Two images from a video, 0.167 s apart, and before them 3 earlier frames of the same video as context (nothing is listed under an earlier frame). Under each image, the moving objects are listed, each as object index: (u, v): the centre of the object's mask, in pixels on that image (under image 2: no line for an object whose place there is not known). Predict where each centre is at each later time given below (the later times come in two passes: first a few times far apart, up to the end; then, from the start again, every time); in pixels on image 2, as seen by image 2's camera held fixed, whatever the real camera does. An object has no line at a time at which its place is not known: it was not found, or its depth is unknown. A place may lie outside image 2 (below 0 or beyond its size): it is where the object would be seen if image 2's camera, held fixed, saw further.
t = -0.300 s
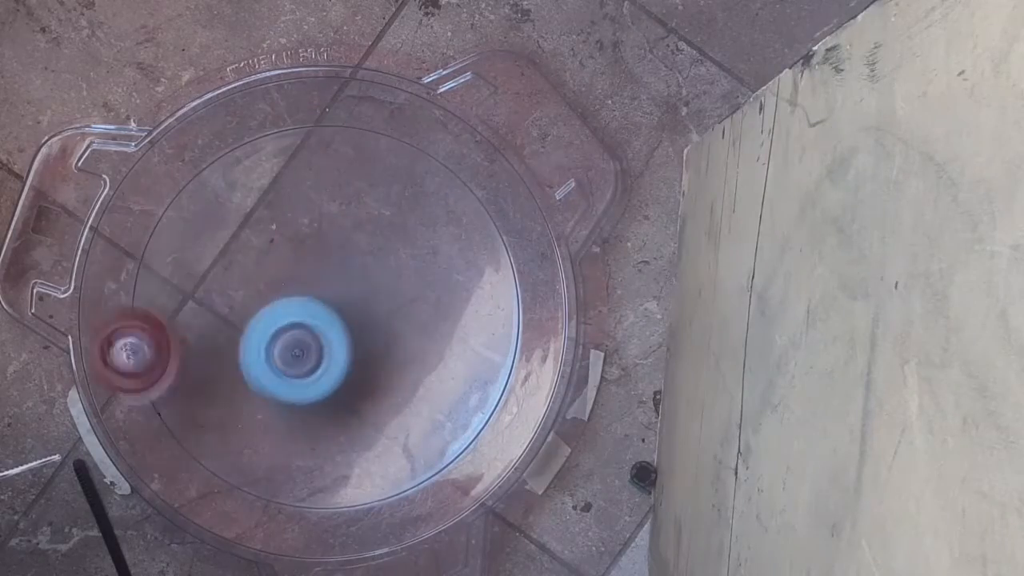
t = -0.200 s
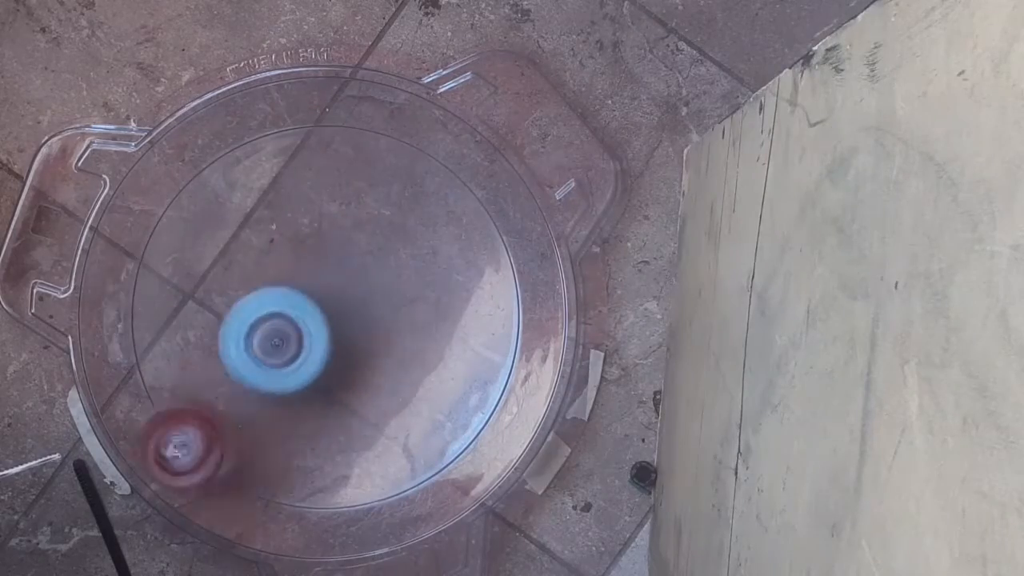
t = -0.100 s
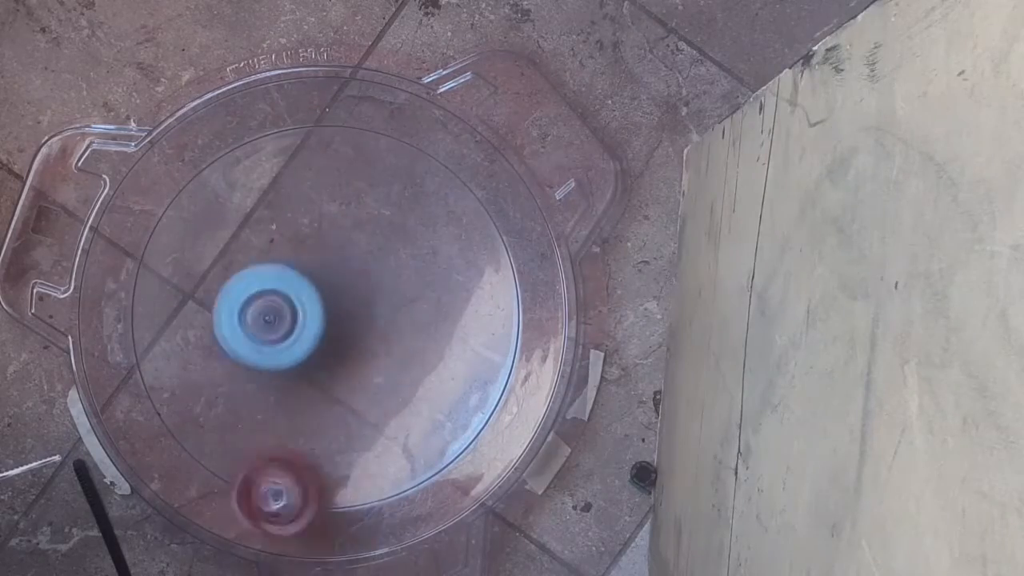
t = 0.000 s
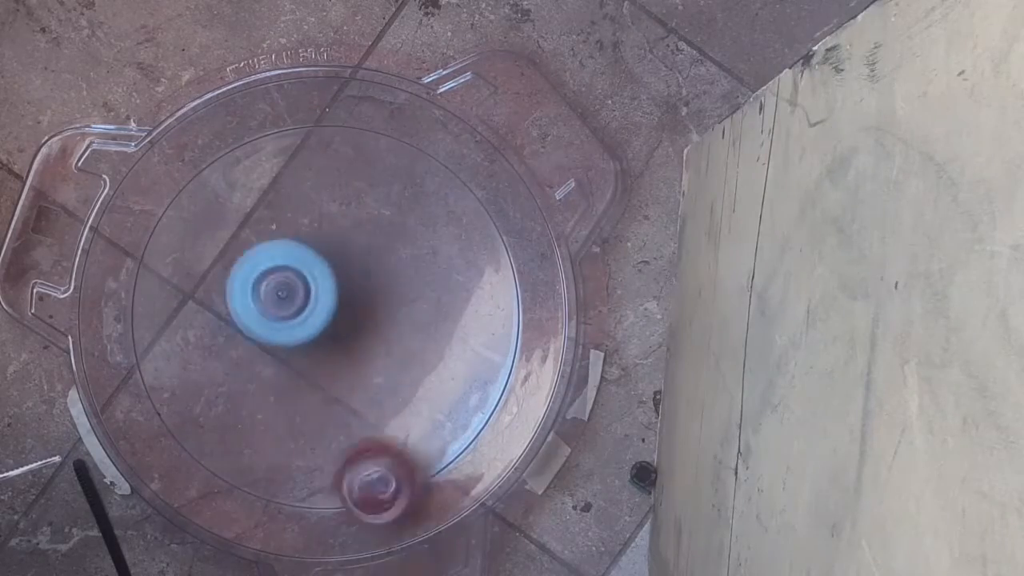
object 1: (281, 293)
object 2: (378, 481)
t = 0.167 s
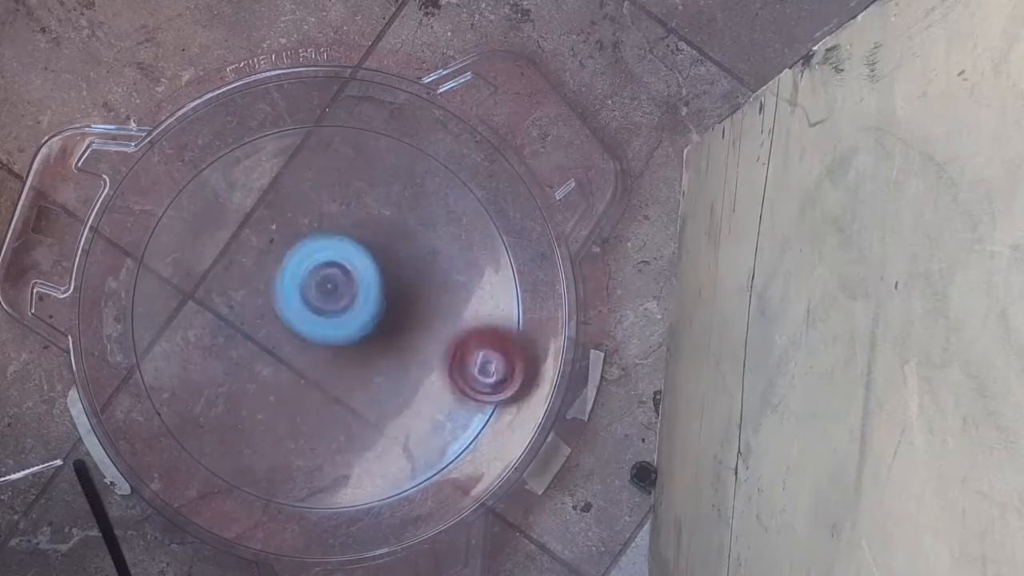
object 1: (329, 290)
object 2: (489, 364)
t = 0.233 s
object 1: (348, 300)
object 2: (497, 300)
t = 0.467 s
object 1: (344, 358)
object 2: (360, 136)
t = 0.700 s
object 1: (292, 342)
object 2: (162, 226)
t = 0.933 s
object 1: (310, 274)
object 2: (201, 441)
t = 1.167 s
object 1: (366, 290)
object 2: (417, 460)
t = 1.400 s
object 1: (344, 343)
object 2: (492, 272)
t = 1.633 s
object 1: (284, 323)
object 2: (334, 144)
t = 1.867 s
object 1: (296, 269)
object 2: (153, 255)
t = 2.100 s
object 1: (348, 294)
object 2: (206, 454)
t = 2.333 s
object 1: (328, 352)
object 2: (418, 456)
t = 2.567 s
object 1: (275, 340)
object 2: (484, 268)
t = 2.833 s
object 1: (313, 285)
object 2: (304, 141)
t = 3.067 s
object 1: (358, 311)
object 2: (150, 276)
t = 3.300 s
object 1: (336, 349)
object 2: (238, 463)
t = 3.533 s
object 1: (289, 317)
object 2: (433, 441)
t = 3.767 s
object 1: (317, 272)
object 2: (480, 259)
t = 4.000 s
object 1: (350, 298)
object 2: (321, 154)
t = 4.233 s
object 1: (313, 341)
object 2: (162, 258)
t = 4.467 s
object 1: (276, 314)
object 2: (216, 440)
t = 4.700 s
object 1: (317, 287)
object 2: (409, 444)
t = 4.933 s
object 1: (347, 328)
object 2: (473, 280)
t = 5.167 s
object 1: (314, 354)
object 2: (343, 163)
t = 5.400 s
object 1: (297, 309)
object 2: (184, 250)
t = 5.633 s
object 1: (340, 289)
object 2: (222, 426)
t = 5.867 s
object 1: (345, 324)
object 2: (398, 440)
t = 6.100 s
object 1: (303, 320)
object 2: (458, 283)
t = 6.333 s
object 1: (303, 280)
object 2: (330, 172)
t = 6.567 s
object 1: (338, 294)
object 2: (183, 245)
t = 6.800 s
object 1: (320, 334)
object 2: (223, 403)
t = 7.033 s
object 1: (311, 320)
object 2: (345, 482)
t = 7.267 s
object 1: (329, 293)
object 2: (428, 389)
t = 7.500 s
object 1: (294, 260)
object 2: (471, 351)
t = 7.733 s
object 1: (283, 270)
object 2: (446, 330)
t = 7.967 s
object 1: (273, 298)
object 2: (371, 340)
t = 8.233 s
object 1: (242, 311)
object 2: (429, 408)
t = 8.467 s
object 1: (282, 318)
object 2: (392, 381)
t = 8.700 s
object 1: (288, 299)
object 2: (395, 362)
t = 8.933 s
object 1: (286, 269)
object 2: (396, 348)
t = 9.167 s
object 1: (277, 256)
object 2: (374, 351)
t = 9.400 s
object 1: (272, 275)
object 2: (370, 334)
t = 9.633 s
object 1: (265, 312)
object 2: (409, 343)
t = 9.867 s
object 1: (281, 328)
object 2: (394, 328)
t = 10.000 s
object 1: (289, 337)
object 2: (412, 323)
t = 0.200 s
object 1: (338, 291)
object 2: (496, 332)
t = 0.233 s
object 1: (348, 300)
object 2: (497, 300)
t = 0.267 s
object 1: (351, 309)
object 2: (491, 267)
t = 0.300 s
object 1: (356, 314)
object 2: (482, 237)
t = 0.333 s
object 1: (360, 326)
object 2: (467, 210)
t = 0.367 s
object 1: (357, 336)
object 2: (445, 185)
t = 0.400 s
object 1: (357, 340)
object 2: (421, 163)
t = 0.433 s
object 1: (352, 352)
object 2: (394, 145)
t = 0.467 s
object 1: (344, 358)
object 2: (360, 136)
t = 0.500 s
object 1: (340, 360)
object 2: (330, 132)
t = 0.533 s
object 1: (329, 365)
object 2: (298, 133)
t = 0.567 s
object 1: (318, 363)
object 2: (260, 143)
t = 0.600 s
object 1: (313, 360)
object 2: (227, 158)
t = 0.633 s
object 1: (301, 357)
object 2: (205, 176)
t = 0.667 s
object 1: (293, 347)
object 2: (182, 199)
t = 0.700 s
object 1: (292, 342)
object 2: (162, 226)
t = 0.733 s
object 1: (284, 331)
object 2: (148, 258)
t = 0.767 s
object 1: (285, 318)
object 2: (142, 291)
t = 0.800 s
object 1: (285, 313)
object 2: (141, 323)
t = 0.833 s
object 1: (287, 299)
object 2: (147, 358)
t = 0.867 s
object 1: (296, 290)
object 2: (158, 389)
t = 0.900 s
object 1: (299, 285)
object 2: (178, 418)
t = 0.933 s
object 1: (310, 274)
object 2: (201, 441)
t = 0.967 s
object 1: (321, 273)
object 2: (224, 462)
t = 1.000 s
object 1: (326, 269)
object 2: (261, 477)
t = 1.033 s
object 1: (340, 268)
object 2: (291, 484)
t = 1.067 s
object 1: (348, 274)
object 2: (322, 486)
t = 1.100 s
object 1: (356, 273)
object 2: (361, 483)
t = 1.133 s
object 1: (365, 282)
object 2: (389, 473)
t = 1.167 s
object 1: (366, 290)
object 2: (417, 460)
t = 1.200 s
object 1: (373, 296)
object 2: (445, 441)
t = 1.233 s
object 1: (373, 308)
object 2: (466, 418)
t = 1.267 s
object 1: (370, 313)
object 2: (480, 393)
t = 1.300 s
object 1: (369, 325)
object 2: (491, 363)
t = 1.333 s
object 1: (359, 333)
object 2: (498, 332)
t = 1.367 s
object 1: (355, 335)
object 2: (496, 304)
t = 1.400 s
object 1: (344, 343)
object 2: (492, 272)
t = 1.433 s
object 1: (333, 343)
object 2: (482, 241)
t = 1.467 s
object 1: (326, 346)
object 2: (468, 215)
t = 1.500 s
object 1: (313, 344)
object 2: (446, 192)
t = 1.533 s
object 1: (306, 338)
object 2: (423, 174)
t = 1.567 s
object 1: (295, 337)
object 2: (396, 158)
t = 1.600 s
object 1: (287, 326)
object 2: (366, 146)
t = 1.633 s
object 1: (284, 323)
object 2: (334, 144)
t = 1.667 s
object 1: (276, 312)
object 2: (304, 142)
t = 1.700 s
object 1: (278, 302)
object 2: (268, 148)
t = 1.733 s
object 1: (274, 296)
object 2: (236, 162)
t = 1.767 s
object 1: (278, 284)
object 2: (213, 177)
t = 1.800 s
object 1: (281, 280)
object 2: (187, 199)
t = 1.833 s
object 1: (287, 271)
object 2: (168, 227)
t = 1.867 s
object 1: (296, 269)
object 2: (153, 255)
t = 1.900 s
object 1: (301, 265)
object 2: (144, 286)
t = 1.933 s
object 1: (313, 265)
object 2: (141, 319)
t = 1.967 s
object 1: (319, 269)
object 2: (142, 346)
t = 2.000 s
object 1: (330, 270)
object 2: (150, 379)
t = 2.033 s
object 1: (337, 279)
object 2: (165, 408)
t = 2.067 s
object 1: (342, 282)
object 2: (190, 433)
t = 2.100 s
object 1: (348, 294)
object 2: (206, 454)
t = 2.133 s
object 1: (347, 301)
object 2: (240, 473)
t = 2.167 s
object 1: (351, 312)
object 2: (269, 481)
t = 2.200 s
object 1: (347, 323)
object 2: (302, 489)
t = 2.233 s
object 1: (347, 329)
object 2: (331, 487)
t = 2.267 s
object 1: (341, 340)
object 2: (361, 480)
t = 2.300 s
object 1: (335, 343)
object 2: (393, 468)
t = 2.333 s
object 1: (328, 352)
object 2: (418, 456)
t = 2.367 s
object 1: (318, 353)
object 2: (443, 435)
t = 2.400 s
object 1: (313, 358)
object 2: (462, 410)
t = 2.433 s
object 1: (301, 356)
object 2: (475, 386)
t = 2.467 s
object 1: (298, 356)
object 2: (486, 356)
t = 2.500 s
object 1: (286, 352)
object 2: (488, 328)
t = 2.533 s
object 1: (284, 345)
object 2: (490, 298)
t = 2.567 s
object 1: (275, 340)
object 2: (484, 268)
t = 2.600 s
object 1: (276, 328)
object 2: (472, 243)
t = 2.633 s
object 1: (272, 324)
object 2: (460, 214)
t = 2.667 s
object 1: (276, 310)
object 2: (441, 193)
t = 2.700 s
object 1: (279, 307)
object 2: (418, 173)
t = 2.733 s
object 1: (285, 295)
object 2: (393, 159)
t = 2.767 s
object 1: (294, 293)
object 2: (362, 144)
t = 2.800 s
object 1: (301, 284)
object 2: (333, 143)
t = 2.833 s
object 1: (313, 285)
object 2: (304, 141)
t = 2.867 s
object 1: (319, 281)
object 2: (271, 147)
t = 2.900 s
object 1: (332, 285)
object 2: (244, 158)
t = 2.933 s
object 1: (336, 286)
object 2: (216, 174)
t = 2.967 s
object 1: (348, 292)
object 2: (194, 195)
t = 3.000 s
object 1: (350, 297)
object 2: (176, 219)
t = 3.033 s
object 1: (359, 303)
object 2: (161, 250)
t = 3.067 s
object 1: (358, 311)
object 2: (150, 276)
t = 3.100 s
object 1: (363, 318)
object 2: (146, 309)
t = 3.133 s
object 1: (359, 326)
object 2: (150, 339)
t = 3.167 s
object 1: (360, 332)
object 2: (155, 366)
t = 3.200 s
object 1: (353, 340)
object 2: (171, 397)
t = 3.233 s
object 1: (351, 344)
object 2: (190, 421)
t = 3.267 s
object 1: (340, 350)
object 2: (209, 444)
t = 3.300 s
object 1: (336, 349)
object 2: (238, 463)
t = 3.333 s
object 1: (324, 351)
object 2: (260, 475)
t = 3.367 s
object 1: (319, 346)
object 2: (295, 480)
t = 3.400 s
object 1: (308, 345)
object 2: (325, 483)
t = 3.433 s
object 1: (305, 337)
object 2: (356, 479)
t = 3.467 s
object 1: (296, 333)
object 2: (379, 471)
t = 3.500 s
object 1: (295, 322)
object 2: (412, 458)
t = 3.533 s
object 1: (289, 317)
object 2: (433, 441)
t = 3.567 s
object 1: (292, 306)
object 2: (454, 419)
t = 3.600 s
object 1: (288, 301)
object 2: (469, 397)
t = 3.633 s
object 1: (295, 292)
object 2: (483, 370)
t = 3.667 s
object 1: (294, 286)
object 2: (486, 344)
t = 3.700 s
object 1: (304, 279)
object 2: (488, 315)
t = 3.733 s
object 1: (305, 275)
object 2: (484, 288)
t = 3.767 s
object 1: (317, 272)
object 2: (480, 259)
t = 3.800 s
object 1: (320, 270)
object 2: (467, 235)
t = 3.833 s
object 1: (331, 272)
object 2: (449, 211)
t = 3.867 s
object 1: (334, 273)
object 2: (429, 192)
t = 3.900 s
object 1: (344, 280)
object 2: (407, 175)
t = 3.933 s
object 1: (346, 283)
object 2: (379, 163)
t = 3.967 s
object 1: (351, 294)
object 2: (350, 155)
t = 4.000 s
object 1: (350, 298)
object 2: (321, 154)
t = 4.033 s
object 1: (350, 310)
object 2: (292, 153)
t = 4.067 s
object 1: (347, 314)
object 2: (266, 161)
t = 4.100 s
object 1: (343, 326)
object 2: (238, 171)
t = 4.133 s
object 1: (337, 327)
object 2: (214, 186)
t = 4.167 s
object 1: (329, 337)
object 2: (193, 207)
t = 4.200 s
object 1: (325, 336)
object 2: (177, 233)
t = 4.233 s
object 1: (313, 341)
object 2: (162, 258)
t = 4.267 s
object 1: (309, 339)
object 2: (153, 286)
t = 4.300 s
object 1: (296, 339)
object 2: (149, 314)
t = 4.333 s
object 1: (294, 336)
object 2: (156, 344)
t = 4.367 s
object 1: (283, 331)
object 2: (164, 370)
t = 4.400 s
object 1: (281, 328)
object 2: (176, 399)
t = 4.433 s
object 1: (276, 317)
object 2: (193, 419)
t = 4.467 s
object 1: (276, 314)
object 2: (216, 440)
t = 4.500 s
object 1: (276, 302)
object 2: (238, 455)
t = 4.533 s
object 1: (277, 299)
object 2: (272, 468)
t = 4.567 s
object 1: (285, 290)
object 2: (298, 473)
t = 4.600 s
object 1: (288, 288)
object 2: (330, 470)
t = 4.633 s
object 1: (300, 284)
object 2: (357, 466)
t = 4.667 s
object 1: (304, 282)
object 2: (383, 456)
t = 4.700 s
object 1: (317, 287)
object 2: (409, 444)
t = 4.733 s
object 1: (322, 286)
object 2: (431, 426)
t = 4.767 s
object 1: (330, 295)
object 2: (451, 406)
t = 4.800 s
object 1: (337, 296)
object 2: (463, 382)
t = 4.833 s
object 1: (339, 307)
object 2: (476, 357)
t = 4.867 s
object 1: (345, 311)
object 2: (477, 330)
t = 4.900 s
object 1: (342, 319)
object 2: (479, 303)
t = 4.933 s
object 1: (347, 328)
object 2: (473, 280)
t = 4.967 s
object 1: (343, 332)
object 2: (466, 251)
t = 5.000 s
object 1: (342, 342)
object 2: (452, 229)
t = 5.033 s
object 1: (339, 343)
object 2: (437, 211)
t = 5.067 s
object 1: (331, 352)
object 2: (418, 193)
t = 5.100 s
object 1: (329, 352)
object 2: (394, 179)
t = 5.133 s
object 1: (318, 353)
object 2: (370, 168)
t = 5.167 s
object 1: (314, 354)
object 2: (343, 163)
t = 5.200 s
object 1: (307, 346)
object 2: (316, 161)
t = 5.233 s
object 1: (300, 345)
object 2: (290, 166)
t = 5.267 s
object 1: (299, 335)
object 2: (263, 175)
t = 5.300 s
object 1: (293, 329)
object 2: (240, 187)
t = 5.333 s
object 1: (297, 322)
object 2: (217, 205)
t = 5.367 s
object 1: (295, 312)
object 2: (200, 226)
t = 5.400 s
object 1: (297, 309)
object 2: (184, 250)
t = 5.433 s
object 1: (304, 299)
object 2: (175, 276)
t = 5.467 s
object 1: (305, 296)
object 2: (171, 303)
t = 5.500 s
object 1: (317, 292)
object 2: (172, 333)
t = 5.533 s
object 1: (320, 286)
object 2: (176, 355)
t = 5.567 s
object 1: (328, 289)
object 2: (191, 383)
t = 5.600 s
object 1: (337, 286)
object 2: (203, 405)
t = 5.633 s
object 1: (340, 289)
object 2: (222, 426)
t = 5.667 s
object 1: (350, 294)
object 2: (241, 445)
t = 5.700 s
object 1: (352, 294)
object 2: (271, 454)
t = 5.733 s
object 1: (355, 305)
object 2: (297, 461)
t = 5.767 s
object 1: (357, 308)
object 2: (321, 461)
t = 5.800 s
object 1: (352, 315)
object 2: (351, 458)
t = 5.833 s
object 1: (351, 324)
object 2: (374, 451)
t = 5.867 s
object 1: (345, 324)
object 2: (398, 440)
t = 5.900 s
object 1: (338, 331)
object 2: (419, 421)
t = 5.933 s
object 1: (337, 331)
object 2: (433, 402)
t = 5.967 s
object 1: (324, 329)
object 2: (449, 378)
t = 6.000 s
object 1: (318, 332)
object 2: (458, 358)
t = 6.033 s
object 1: (313, 324)
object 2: (464, 331)
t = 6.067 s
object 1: (304, 323)
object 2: (464, 304)
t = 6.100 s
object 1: (303, 320)
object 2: (458, 283)
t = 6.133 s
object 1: (297, 308)
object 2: (451, 258)
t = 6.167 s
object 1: (292, 306)
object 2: (437, 234)
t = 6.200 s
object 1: (296, 297)
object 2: (421, 218)
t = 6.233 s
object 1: (293, 291)
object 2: (402, 200)
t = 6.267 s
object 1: (296, 290)
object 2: (379, 186)
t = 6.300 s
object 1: (302, 282)
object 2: (355, 181)
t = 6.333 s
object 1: (303, 280)
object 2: (330, 172)
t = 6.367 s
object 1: (313, 281)
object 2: (304, 172)
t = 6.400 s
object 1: (317, 278)
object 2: (279, 173)
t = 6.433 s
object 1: (318, 281)
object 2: (254, 180)
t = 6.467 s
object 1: (329, 286)
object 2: (234, 190)
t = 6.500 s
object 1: (329, 283)
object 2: (211, 205)
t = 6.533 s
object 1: (331, 293)
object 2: (197, 223)
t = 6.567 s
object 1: (338, 294)
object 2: (183, 245)
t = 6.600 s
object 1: (336, 296)
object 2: (176, 268)
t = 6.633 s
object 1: (336, 309)
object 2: (172, 291)
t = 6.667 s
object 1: (340, 313)
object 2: (174, 317)
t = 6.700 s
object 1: (333, 318)
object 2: (180, 341)
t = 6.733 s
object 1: (332, 329)
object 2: (188, 364)
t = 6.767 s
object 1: (331, 330)
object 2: (206, 384)
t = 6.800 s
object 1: (320, 334)
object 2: (223, 403)
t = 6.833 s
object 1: (317, 341)
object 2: (242, 419)
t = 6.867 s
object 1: (318, 333)
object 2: (259, 438)
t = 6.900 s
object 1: (311, 331)
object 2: (270, 452)
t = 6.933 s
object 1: (312, 331)
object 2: (285, 464)
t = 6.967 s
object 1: (312, 323)
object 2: (307, 473)
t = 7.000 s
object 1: (310, 321)
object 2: (326, 479)
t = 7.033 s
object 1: (311, 320)
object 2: (345, 482)
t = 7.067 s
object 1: (316, 311)
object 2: (358, 479)
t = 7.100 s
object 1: (311, 305)
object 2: (373, 472)
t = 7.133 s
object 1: (316, 308)
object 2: (392, 462)
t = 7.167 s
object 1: (319, 299)
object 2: (405, 449)
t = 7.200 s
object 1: (316, 297)
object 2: (415, 435)
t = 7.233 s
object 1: (322, 299)
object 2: (419, 414)
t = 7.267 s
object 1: (329, 293)
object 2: (428, 389)
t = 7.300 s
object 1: (327, 291)
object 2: (430, 367)
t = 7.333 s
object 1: (331, 297)
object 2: (427, 350)
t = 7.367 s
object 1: (325, 283)
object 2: (440, 350)
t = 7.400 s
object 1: (311, 273)
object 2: (454, 351)
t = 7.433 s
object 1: (305, 272)
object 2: (459, 349)
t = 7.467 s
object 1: (303, 265)
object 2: (467, 352)
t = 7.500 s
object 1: (294, 260)
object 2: (471, 351)
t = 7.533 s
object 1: (290, 262)
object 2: (477, 350)
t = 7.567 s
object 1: (292, 260)
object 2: (480, 347)
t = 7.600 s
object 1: (288, 258)
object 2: (480, 344)
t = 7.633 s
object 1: (287, 262)
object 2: (476, 341)
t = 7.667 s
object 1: (290, 264)
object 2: (469, 338)
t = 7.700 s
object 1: (286, 263)
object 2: (457, 333)
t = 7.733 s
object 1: (283, 270)
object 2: (446, 330)
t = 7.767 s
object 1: (288, 273)
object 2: (432, 329)
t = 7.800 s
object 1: (287, 273)
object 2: (419, 326)
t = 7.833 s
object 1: (282, 281)
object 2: (403, 325)
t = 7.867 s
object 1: (285, 288)
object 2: (386, 322)
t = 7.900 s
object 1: (281, 285)
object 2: (381, 330)
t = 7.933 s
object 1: (273, 290)
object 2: (376, 334)
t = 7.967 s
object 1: (273, 298)
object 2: (371, 340)
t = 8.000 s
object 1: (260, 296)
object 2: (388, 358)
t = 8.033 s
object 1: (241, 298)
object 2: (398, 370)
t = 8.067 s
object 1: (232, 306)
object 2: (411, 380)
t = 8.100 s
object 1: (234, 309)
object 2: (415, 384)
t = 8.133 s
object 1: (234, 307)
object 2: (422, 393)
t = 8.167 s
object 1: (231, 309)
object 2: (423, 399)
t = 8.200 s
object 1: (235, 314)
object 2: (426, 404)
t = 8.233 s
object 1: (242, 311)
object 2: (429, 408)
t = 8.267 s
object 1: (243, 309)
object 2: (428, 408)
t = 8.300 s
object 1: (246, 315)
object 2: (426, 408)
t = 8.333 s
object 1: (258, 319)
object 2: (421, 407)
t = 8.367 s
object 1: (264, 312)
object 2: (417, 403)
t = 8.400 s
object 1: (266, 310)
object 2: (411, 397)
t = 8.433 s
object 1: (269, 315)
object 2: (400, 388)
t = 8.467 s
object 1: (282, 318)
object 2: (392, 381)
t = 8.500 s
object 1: (290, 314)
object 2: (387, 376)
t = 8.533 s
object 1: (284, 309)
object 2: (389, 381)
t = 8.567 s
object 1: (282, 310)
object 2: (395, 382)
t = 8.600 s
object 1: (288, 304)
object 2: (395, 380)
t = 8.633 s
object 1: (287, 296)
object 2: (398, 372)
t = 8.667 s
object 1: (285, 297)
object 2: (398, 367)
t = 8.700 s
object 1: (288, 299)
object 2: (395, 362)
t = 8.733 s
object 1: (296, 296)
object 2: (393, 354)
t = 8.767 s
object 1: (300, 289)
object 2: (391, 346)
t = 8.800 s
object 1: (298, 287)
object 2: (384, 339)
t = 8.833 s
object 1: (295, 283)
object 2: (387, 342)
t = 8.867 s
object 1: (290, 279)
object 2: (391, 347)
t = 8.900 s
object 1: (287, 274)
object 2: (390, 350)
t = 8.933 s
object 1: (286, 269)
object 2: (396, 348)
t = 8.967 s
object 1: (284, 262)
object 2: (400, 354)
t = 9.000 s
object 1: (281, 259)
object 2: (399, 357)
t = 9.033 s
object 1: (283, 258)
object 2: (392, 356)
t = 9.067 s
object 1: (282, 258)
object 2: (394, 354)
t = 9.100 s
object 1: (280, 258)
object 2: (393, 355)
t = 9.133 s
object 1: (278, 257)
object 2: (382, 356)
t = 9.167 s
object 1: (277, 256)
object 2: (374, 351)
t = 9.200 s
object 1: (275, 253)
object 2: (371, 345)
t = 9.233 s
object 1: (267, 255)
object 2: (366, 342)
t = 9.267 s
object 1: (264, 266)
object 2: (364, 336)
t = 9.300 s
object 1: (272, 275)
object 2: (361, 333)
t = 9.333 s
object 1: (277, 274)
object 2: (368, 333)
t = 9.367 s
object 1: (276, 271)
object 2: (372, 338)
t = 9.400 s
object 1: (272, 275)
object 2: (370, 334)
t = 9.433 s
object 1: (273, 283)
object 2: (374, 331)
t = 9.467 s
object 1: (274, 289)
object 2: (384, 331)
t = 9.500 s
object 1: (268, 292)
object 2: (398, 333)
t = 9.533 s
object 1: (267, 295)
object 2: (407, 339)
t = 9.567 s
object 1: (265, 297)
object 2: (409, 339)
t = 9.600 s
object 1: (263, 304)
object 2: (413, 344)
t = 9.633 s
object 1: (265, 312)
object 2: (409, 343)
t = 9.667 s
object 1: (273, 315)
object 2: (410, 340)
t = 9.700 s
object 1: (279, 314)
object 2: (409, 339)
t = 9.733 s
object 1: (279, 310)
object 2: (401, 336)
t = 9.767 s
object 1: (274, 312)
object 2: (402, 333)
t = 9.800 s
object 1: (272, 319)
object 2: (398, 335)
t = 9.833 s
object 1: (276, 326)
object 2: (393, 331)
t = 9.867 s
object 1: (281, 328)
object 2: (394, 328)
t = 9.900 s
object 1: (279, 332)
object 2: (406, 329)
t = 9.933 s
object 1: (280, 335)
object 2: (413, 327)
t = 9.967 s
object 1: (287, 336)
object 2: (413, 326)
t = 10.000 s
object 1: (289, 337)
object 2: (412, 323)
